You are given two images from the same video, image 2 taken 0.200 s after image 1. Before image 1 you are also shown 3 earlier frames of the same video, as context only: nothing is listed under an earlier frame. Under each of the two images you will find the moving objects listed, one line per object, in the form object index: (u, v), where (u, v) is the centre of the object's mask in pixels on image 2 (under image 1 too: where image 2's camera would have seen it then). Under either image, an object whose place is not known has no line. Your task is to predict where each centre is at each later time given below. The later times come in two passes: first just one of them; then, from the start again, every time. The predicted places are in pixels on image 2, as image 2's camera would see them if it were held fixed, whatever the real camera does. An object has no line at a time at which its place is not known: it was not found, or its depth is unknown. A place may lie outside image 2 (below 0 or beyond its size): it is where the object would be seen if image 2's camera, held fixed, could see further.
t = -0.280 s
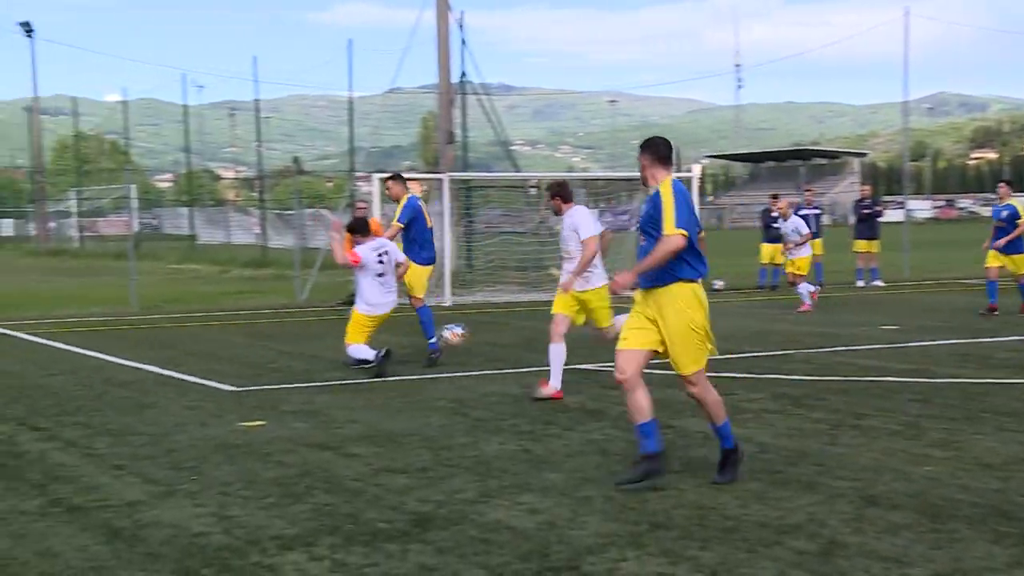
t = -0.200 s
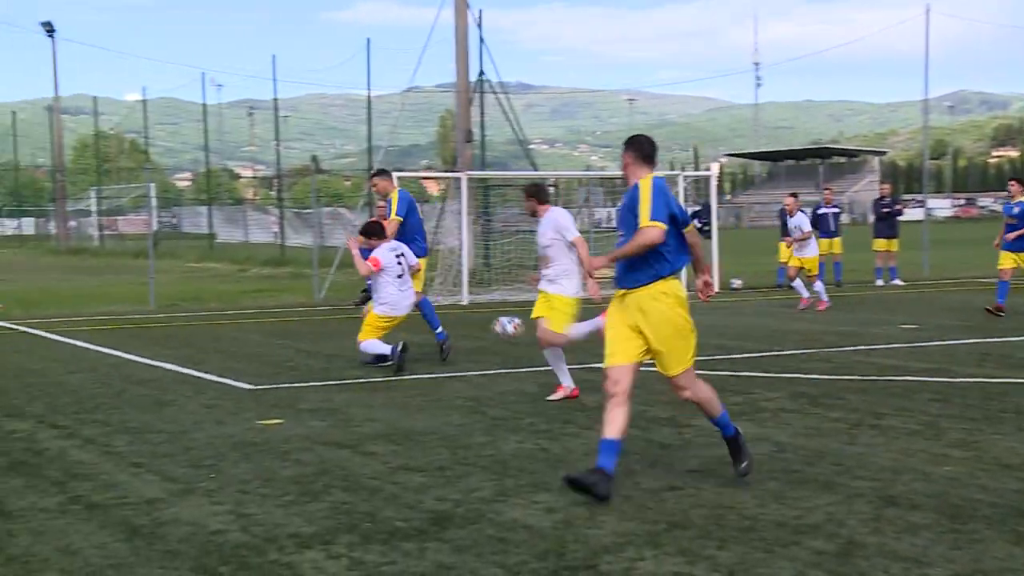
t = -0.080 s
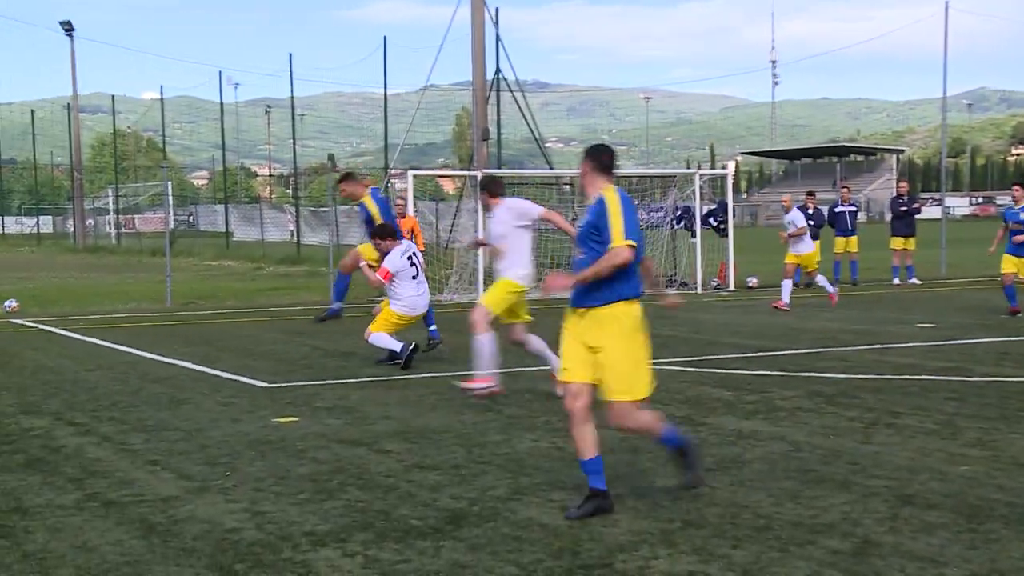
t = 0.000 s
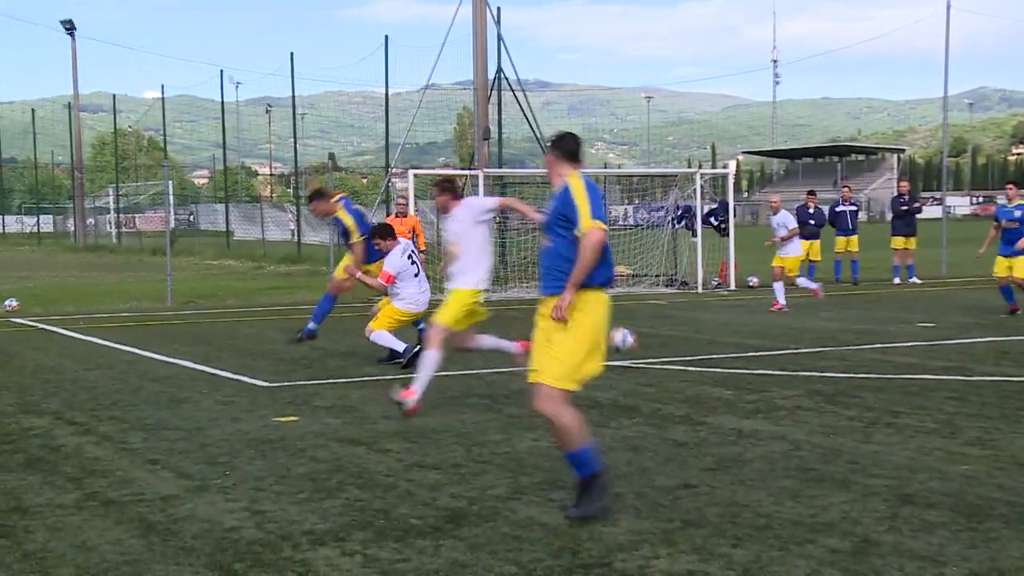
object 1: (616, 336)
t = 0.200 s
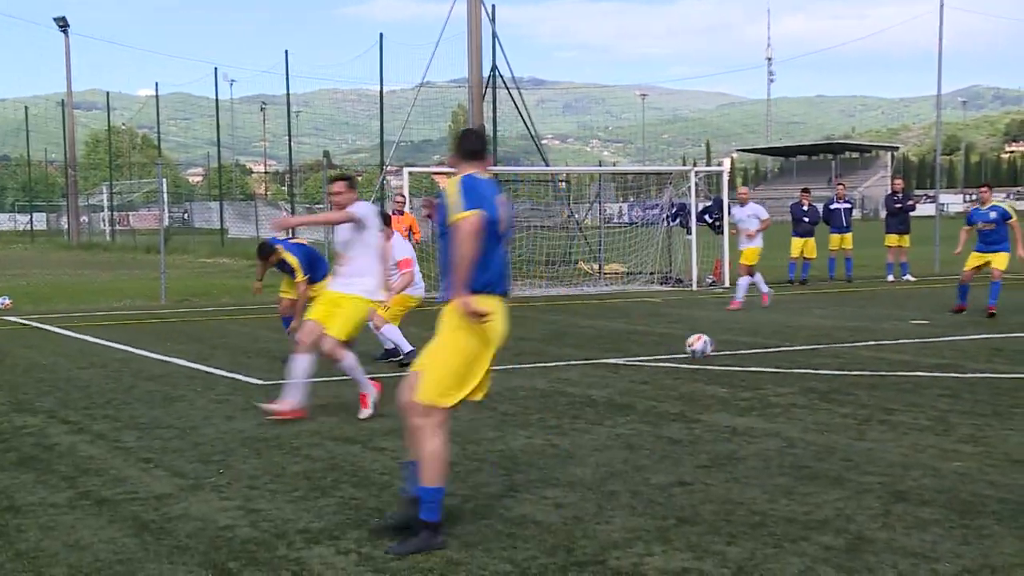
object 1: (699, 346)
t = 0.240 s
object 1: (712, 343)
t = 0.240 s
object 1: (712, 343)
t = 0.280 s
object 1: (725, 343)
